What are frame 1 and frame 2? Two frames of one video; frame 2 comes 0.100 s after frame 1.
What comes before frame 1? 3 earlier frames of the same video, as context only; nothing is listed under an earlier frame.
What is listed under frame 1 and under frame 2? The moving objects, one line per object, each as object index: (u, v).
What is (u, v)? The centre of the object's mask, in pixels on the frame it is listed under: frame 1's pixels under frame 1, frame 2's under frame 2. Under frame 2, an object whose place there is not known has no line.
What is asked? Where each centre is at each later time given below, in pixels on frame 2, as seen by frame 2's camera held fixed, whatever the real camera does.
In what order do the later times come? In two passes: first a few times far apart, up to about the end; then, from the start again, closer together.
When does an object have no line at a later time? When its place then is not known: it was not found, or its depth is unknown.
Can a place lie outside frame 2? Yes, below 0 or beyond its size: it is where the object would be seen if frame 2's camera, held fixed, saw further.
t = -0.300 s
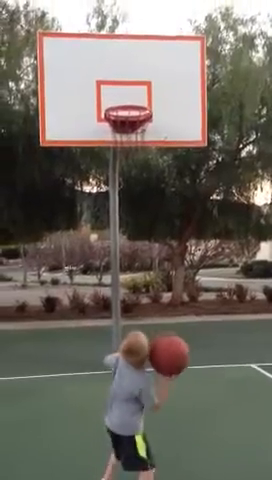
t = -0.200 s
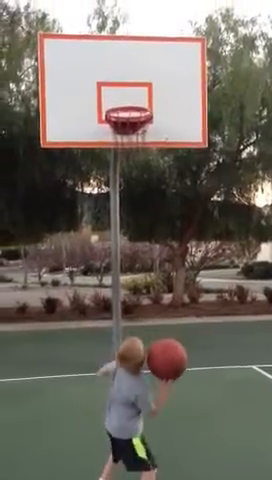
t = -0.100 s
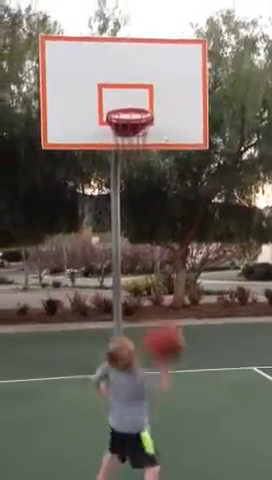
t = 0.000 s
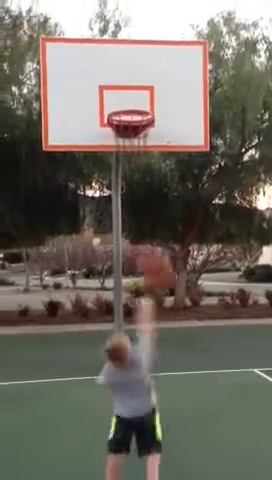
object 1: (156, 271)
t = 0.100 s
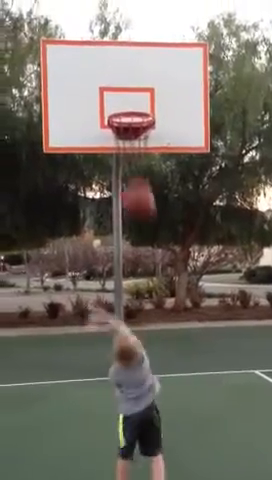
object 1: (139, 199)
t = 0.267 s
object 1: (116, 138)
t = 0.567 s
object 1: (86, 121)
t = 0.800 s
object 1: (70, 170)
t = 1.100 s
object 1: (54, 291)
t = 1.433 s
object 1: (40, 323)
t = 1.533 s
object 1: (43, 302)
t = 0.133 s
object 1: (133, 183)
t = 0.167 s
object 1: (129, 169)
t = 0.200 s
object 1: (125, 158)
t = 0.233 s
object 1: (121, 145)
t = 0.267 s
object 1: (116, 138)
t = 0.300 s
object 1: (112, 129)
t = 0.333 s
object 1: (108, 124)
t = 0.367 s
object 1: (104, 119)
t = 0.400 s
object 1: (100, 116)
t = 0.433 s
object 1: (97, 115)
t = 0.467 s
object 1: (94, 114)
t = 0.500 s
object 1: (92, 115)
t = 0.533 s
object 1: (88, 118)
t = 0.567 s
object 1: (86, 121)
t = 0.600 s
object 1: (83, 125)
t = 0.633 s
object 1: (82, 130)
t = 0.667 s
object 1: (79, 137)
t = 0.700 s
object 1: (77, 143)
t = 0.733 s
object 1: (74, 150)
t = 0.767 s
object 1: (71, 161)
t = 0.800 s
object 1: (70, 170)
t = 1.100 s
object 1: (54, 291)
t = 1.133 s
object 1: (54, 305)
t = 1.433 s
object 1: (40, 323)
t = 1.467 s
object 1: (39, 310)
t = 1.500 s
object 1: (41, 304)
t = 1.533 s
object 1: (43, 302)
